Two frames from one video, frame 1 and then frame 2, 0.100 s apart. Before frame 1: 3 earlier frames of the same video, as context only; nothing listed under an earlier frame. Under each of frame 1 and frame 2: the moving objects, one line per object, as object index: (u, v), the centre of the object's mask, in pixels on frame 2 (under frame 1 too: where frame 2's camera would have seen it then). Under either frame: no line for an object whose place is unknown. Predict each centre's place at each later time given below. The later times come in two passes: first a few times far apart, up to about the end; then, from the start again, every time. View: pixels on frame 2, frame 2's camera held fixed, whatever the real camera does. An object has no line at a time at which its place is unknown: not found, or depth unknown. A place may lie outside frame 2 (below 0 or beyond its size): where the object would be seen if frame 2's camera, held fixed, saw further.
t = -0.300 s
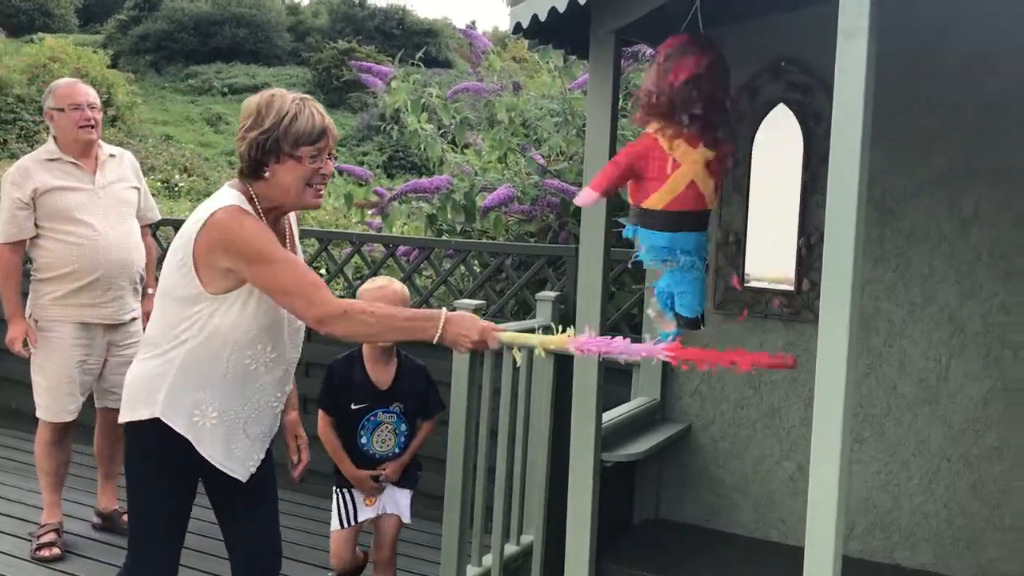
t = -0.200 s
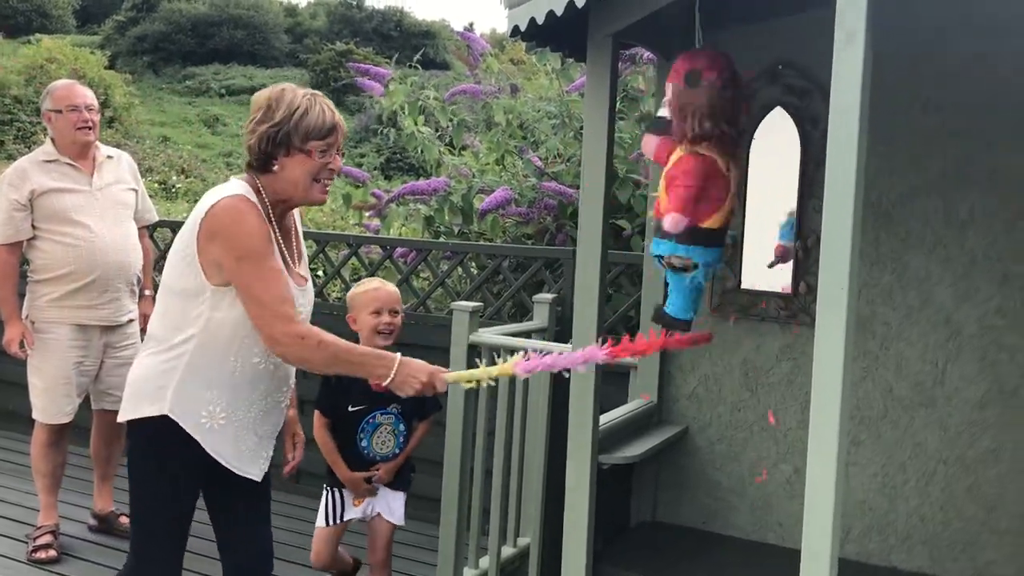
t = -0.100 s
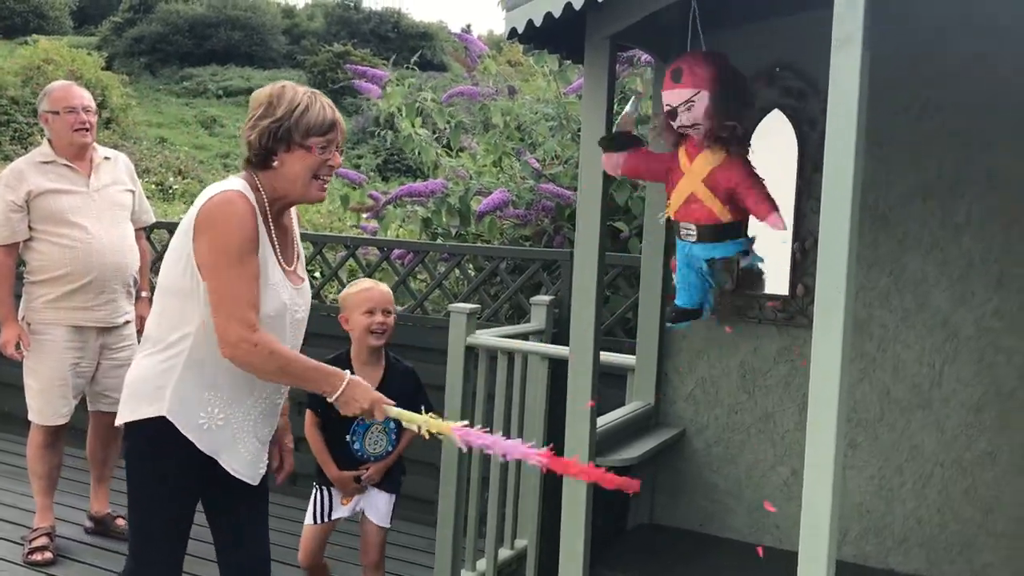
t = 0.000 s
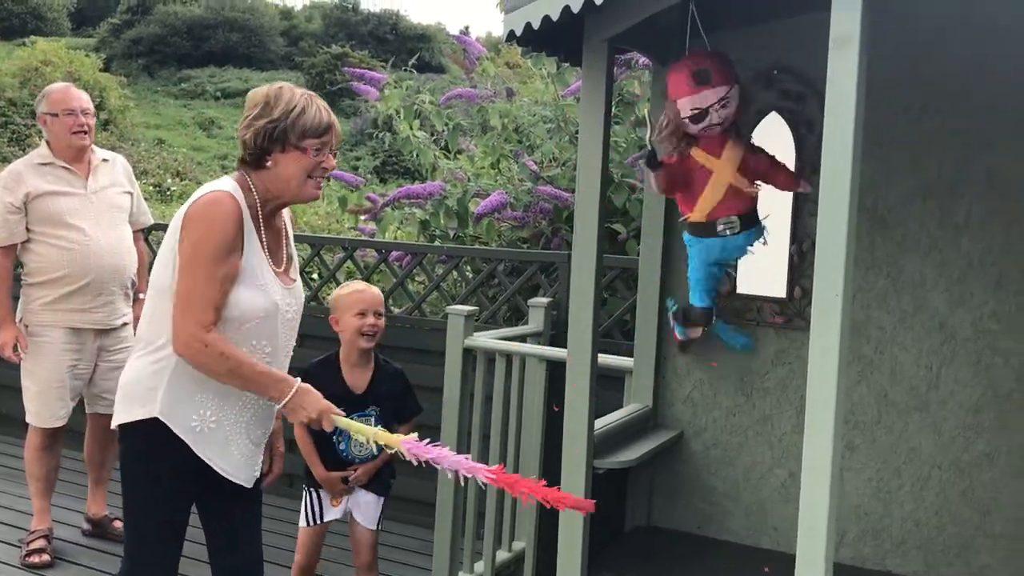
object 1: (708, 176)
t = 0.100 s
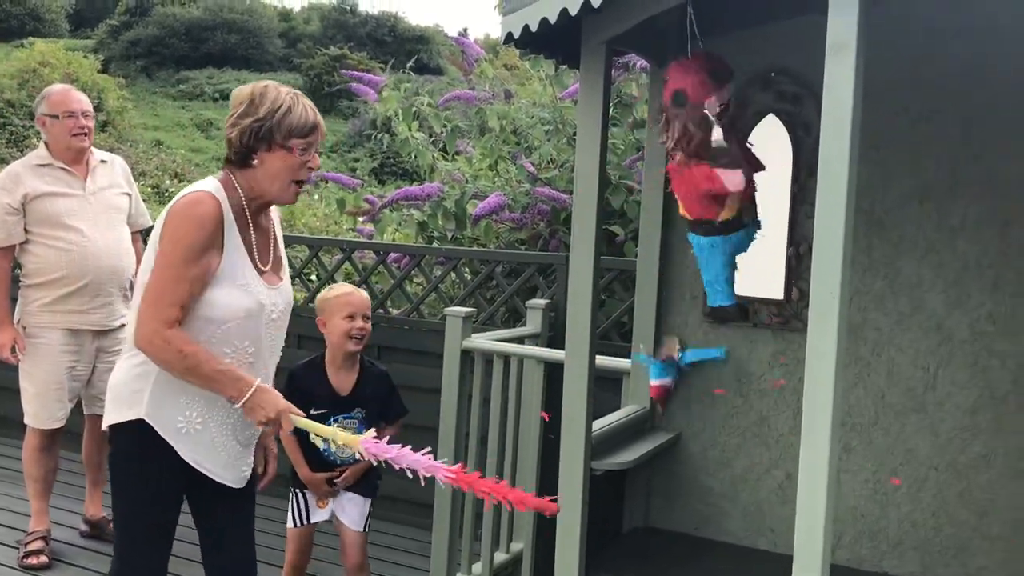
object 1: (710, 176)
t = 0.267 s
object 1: (708, 175)
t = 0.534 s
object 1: (662, 185)
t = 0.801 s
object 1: (647, 172)
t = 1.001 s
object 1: (665, 183)
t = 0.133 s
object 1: (710, 174)
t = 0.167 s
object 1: (713, 171)
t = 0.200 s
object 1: (713, 173)
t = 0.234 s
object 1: (713, 174)
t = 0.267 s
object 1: (708, 175)
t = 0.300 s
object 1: (703, 177)
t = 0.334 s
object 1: (697, 181)
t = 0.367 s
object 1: (690, 183)
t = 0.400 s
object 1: (684, 183)
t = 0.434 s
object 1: (677, 185)
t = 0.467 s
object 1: (671, 187)
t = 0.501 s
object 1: (666, 185)
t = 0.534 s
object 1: (662, 185)
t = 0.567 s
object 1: (657, 182)
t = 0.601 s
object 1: (653, 180)
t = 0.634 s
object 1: (651, 178)
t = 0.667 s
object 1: (648, 176)
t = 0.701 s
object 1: (647, 174)
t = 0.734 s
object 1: (646, 172)
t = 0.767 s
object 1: (646, 172)
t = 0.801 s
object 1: (647, 172)
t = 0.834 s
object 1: (648, 173)
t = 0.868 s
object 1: (650, 175)
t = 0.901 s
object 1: (653, 176)
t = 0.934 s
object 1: (657, 179)
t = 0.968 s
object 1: (660, 181)
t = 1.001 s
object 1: (665, 183)
